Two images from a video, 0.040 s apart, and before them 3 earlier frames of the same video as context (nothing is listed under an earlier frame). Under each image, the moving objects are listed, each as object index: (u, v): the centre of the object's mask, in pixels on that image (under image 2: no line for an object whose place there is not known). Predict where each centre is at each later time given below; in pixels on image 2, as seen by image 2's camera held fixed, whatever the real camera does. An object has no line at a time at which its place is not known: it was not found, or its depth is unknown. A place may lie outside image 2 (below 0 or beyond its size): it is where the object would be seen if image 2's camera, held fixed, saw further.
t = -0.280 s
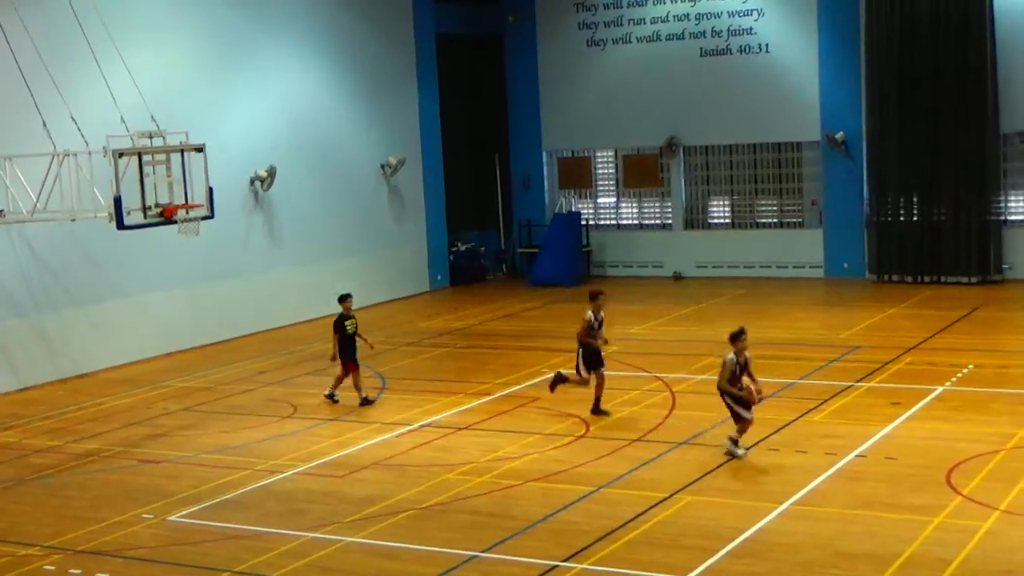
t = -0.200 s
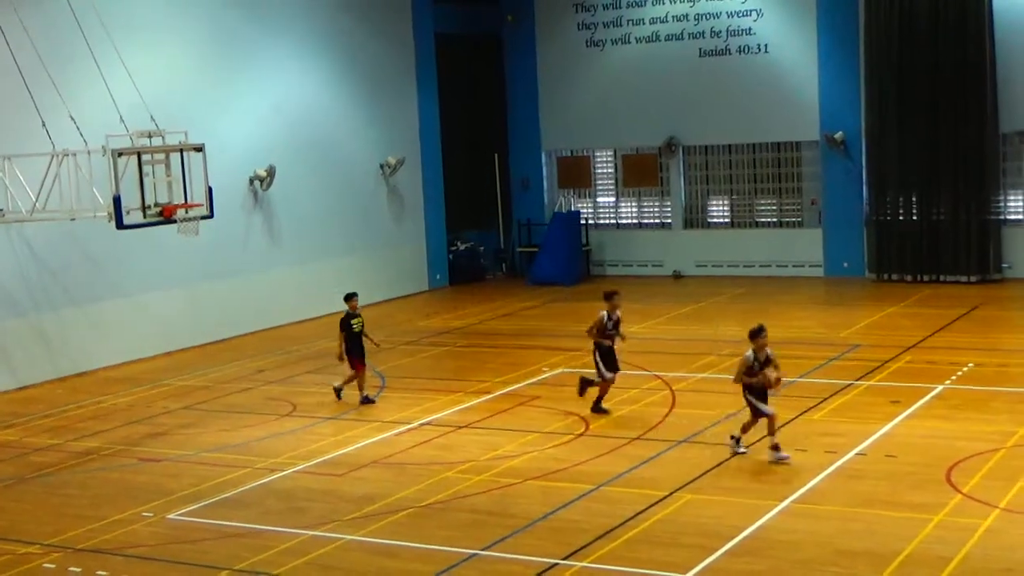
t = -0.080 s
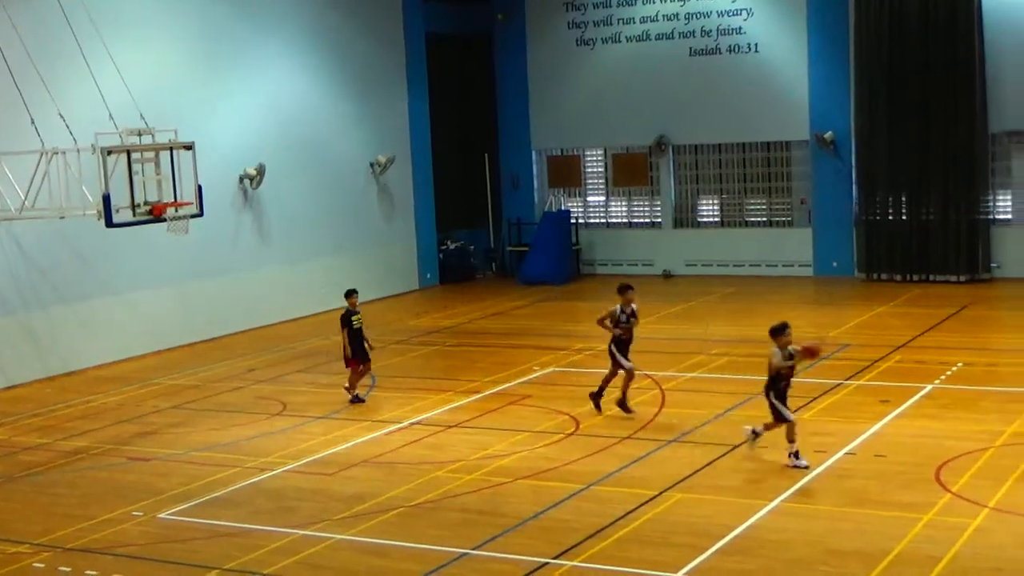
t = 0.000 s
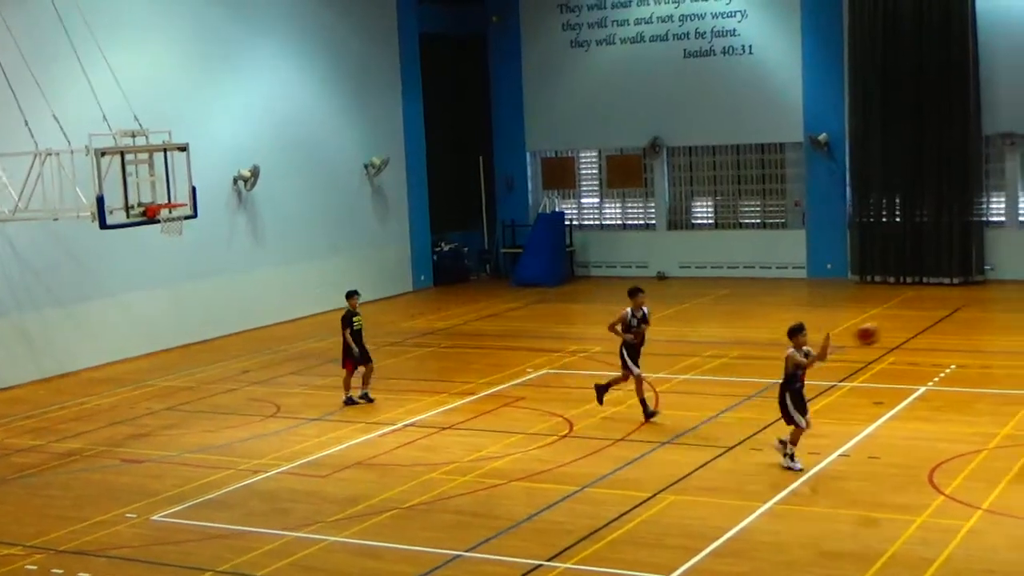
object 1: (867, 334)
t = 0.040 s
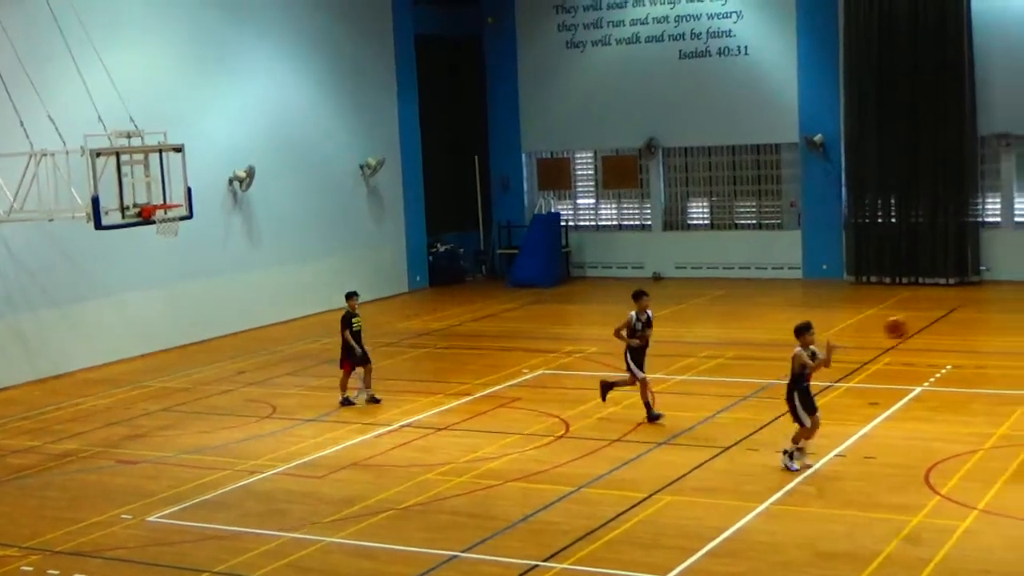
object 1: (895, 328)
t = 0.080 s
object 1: (931, 321)
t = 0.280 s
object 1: (1147, 311)
